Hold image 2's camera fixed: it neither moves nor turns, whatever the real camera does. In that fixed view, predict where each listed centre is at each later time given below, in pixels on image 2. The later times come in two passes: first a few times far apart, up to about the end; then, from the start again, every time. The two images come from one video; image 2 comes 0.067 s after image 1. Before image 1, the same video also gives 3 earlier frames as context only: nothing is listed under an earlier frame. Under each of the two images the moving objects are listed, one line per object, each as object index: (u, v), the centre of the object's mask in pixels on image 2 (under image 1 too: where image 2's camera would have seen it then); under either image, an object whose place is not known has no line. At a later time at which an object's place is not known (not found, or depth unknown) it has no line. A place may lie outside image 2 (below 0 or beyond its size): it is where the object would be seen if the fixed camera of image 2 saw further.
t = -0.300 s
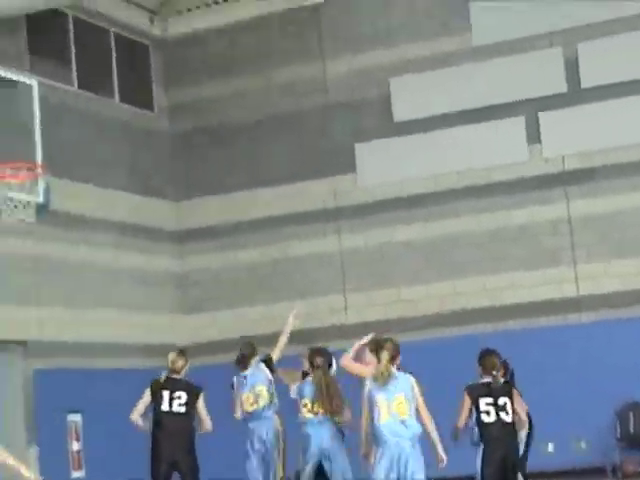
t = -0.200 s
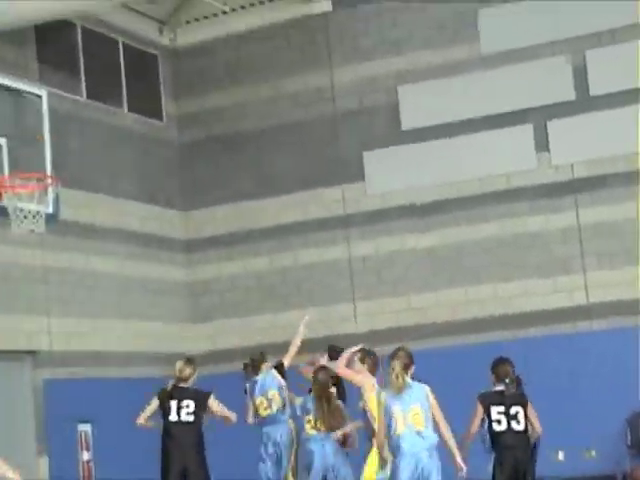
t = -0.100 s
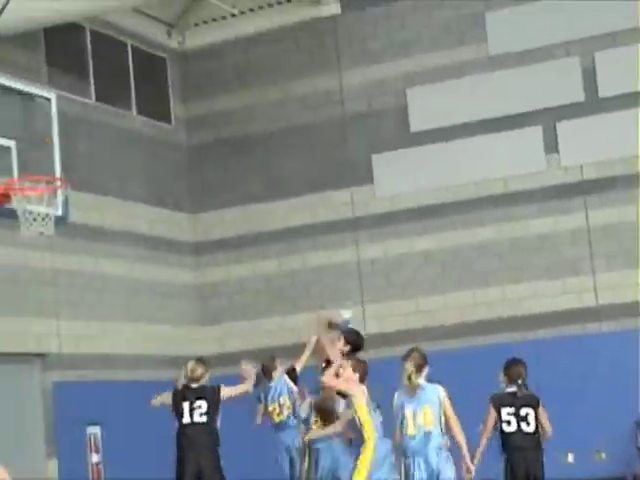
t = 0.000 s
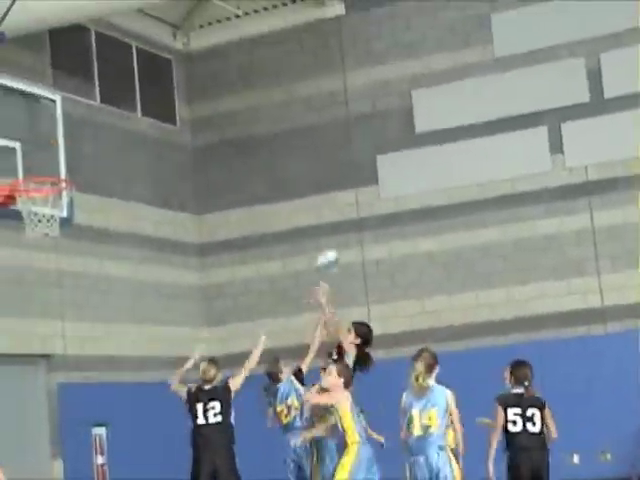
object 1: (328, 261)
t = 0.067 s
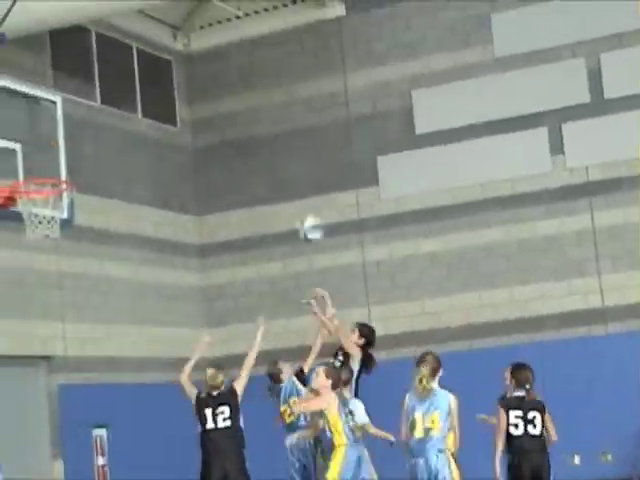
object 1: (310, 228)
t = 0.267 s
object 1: (258, 154)
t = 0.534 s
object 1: (198, 130)
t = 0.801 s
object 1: (139, 187)
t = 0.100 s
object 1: (300, 213)
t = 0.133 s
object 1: (293, 199)
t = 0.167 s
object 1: (285, 186)
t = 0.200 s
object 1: (277, 174)
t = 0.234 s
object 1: (268, 164)
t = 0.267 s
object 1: (258, 154)
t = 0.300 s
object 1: (251, 146)
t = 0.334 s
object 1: (244, 141)
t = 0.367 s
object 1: (236, 135)
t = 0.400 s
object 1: (227, 131)
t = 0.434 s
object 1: (220, 129)
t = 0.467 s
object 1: (212, 127)
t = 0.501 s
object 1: (205, 129)
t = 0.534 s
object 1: (198, 130)
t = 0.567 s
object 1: (190, 133)
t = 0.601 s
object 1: (184, 135)
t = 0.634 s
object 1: (177, 140)
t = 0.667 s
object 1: (167, 147)
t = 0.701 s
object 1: (160, 154)
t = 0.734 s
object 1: (153, 164)
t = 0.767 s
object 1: (145, 176)
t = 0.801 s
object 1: (139, 187)
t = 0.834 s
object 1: (129, 202)
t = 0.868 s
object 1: (122, 218)
